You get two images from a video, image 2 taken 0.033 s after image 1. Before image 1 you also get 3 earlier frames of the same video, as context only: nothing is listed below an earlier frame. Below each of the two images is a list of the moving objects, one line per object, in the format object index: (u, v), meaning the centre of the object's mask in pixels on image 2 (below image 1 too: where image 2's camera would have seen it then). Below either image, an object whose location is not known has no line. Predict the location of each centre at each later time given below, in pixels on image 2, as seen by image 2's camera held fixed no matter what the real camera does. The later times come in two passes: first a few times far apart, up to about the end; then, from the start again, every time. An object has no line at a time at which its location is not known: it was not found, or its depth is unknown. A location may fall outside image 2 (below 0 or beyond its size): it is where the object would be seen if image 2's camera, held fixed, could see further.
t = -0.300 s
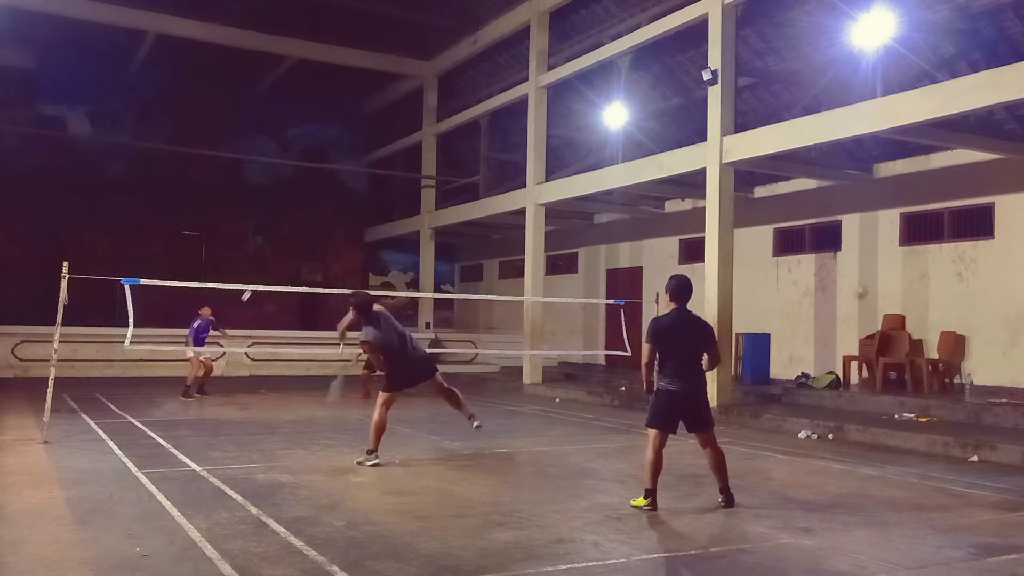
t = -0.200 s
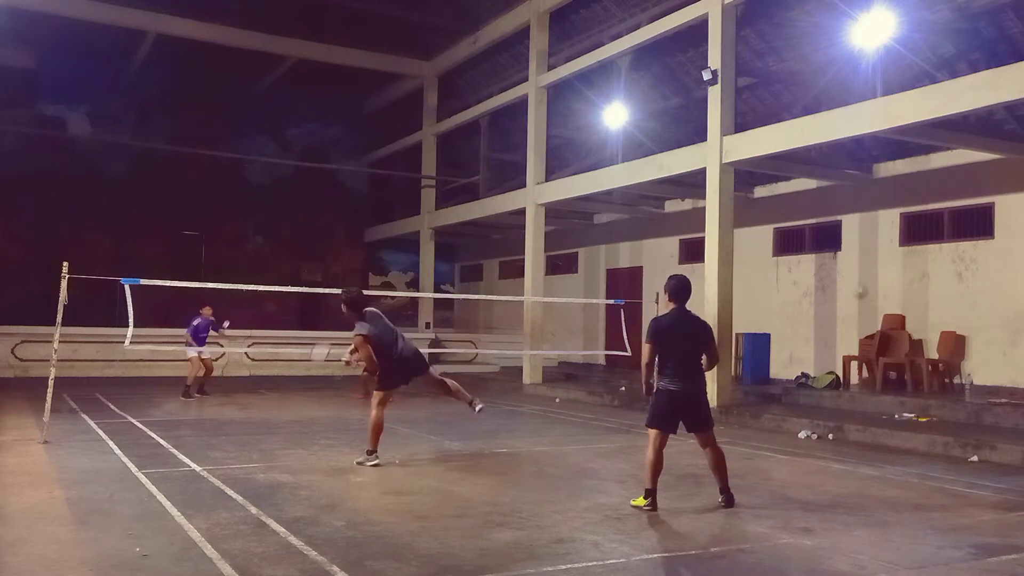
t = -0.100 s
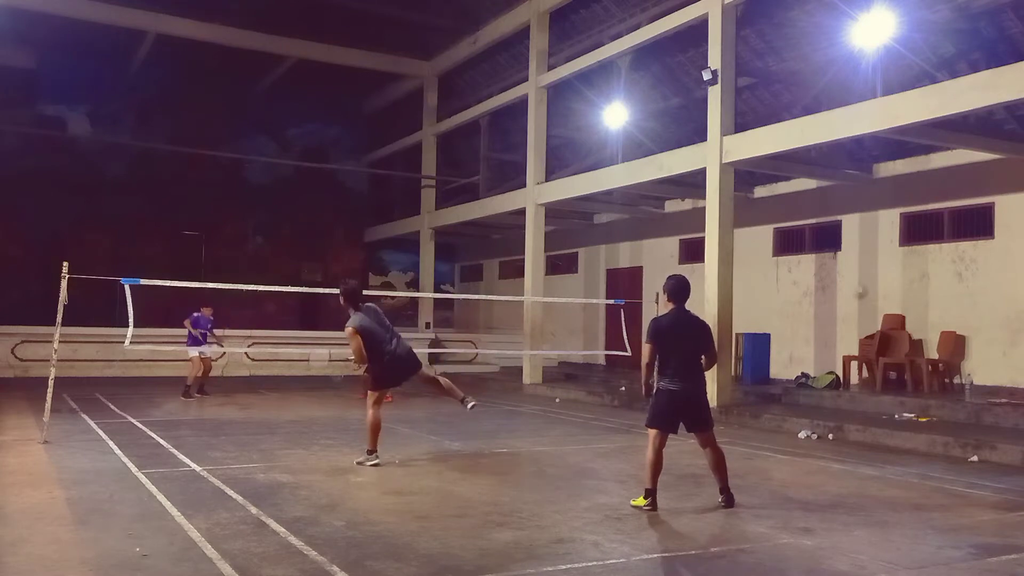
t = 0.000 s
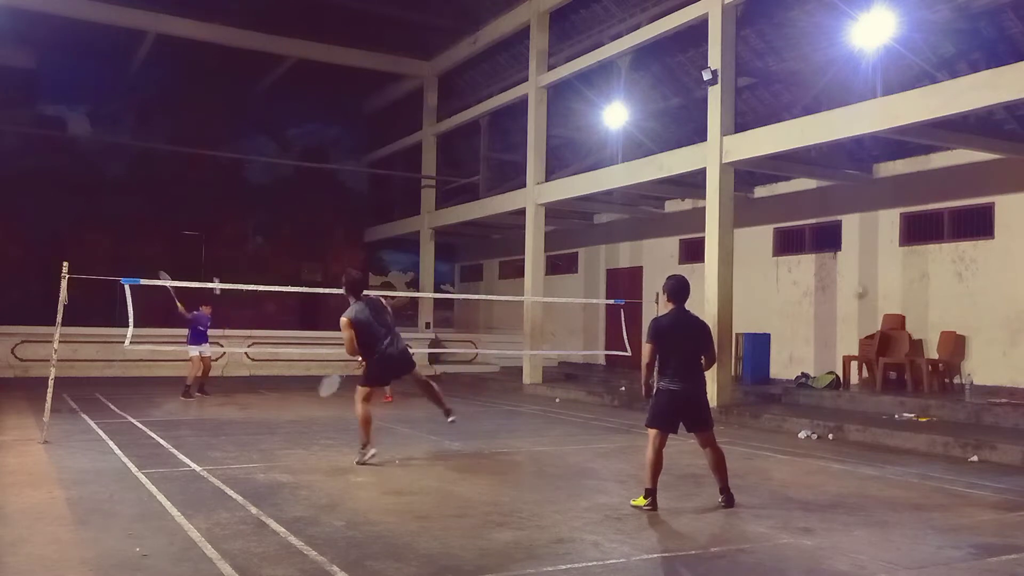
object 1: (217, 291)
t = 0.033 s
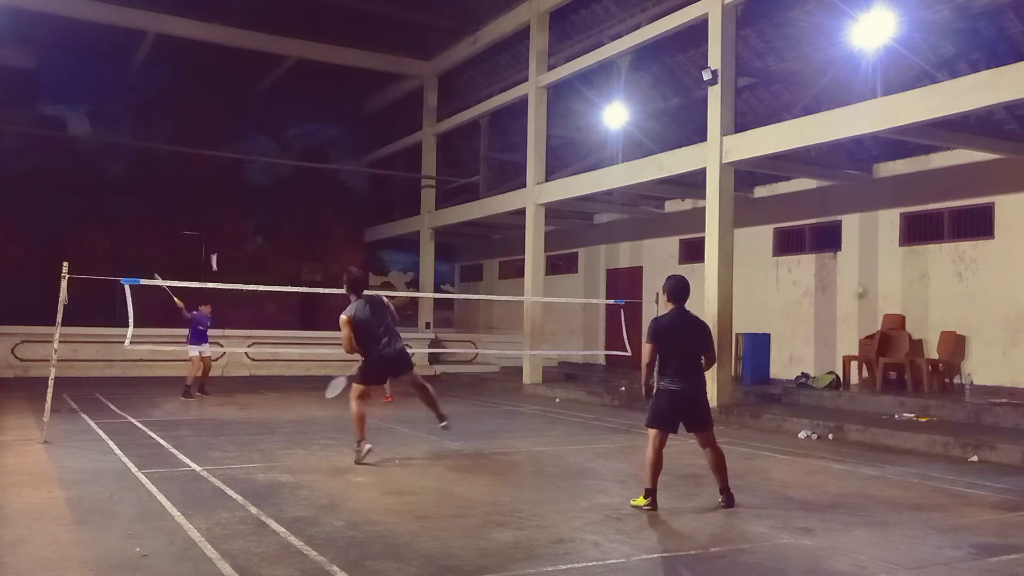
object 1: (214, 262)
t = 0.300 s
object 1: (212, 151)
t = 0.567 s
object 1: (205, 112)
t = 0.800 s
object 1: (200, 136)
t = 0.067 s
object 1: (214, 239)
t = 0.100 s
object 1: (215, 220)
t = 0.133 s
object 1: (217, 203)
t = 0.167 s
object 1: (219, 190)
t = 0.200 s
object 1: (218, 180)
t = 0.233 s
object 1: (217, 169)
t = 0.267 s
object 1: (215, 160)
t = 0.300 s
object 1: (212, 151)
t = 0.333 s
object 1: (211, 142)
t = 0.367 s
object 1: (209, 135)
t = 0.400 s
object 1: (208, 128)
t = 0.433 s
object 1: (207, 122)
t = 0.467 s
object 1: (207, 118)
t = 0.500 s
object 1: (206, 115)
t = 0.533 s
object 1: (206, 113)
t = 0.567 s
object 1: (205, 112)
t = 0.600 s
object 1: (204, 112)
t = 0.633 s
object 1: (203, 113)
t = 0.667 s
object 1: (203, 115)
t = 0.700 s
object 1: (202, 119)
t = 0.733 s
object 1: (201, 123)
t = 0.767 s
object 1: (200, 129)
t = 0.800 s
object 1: (200, 136)
